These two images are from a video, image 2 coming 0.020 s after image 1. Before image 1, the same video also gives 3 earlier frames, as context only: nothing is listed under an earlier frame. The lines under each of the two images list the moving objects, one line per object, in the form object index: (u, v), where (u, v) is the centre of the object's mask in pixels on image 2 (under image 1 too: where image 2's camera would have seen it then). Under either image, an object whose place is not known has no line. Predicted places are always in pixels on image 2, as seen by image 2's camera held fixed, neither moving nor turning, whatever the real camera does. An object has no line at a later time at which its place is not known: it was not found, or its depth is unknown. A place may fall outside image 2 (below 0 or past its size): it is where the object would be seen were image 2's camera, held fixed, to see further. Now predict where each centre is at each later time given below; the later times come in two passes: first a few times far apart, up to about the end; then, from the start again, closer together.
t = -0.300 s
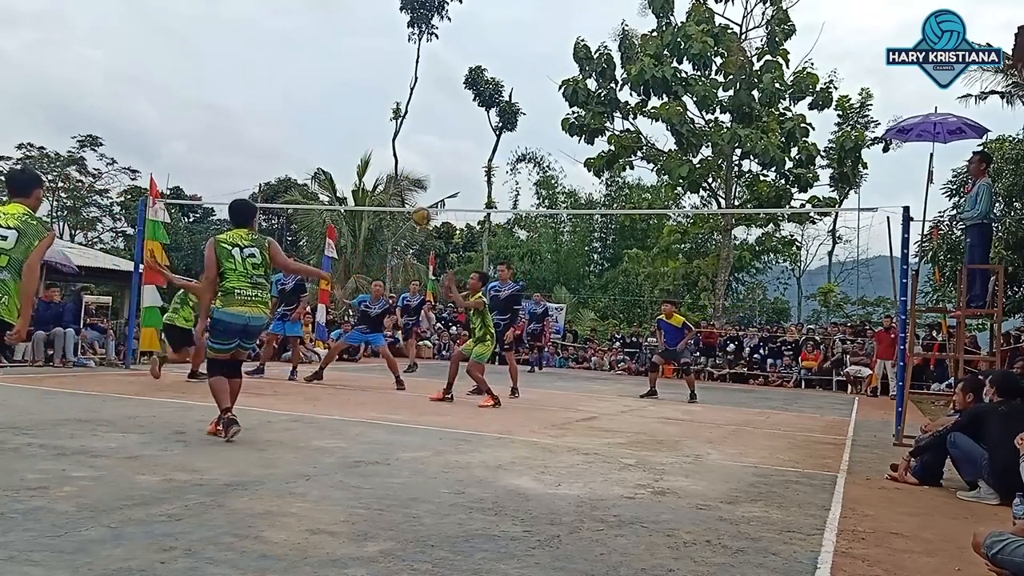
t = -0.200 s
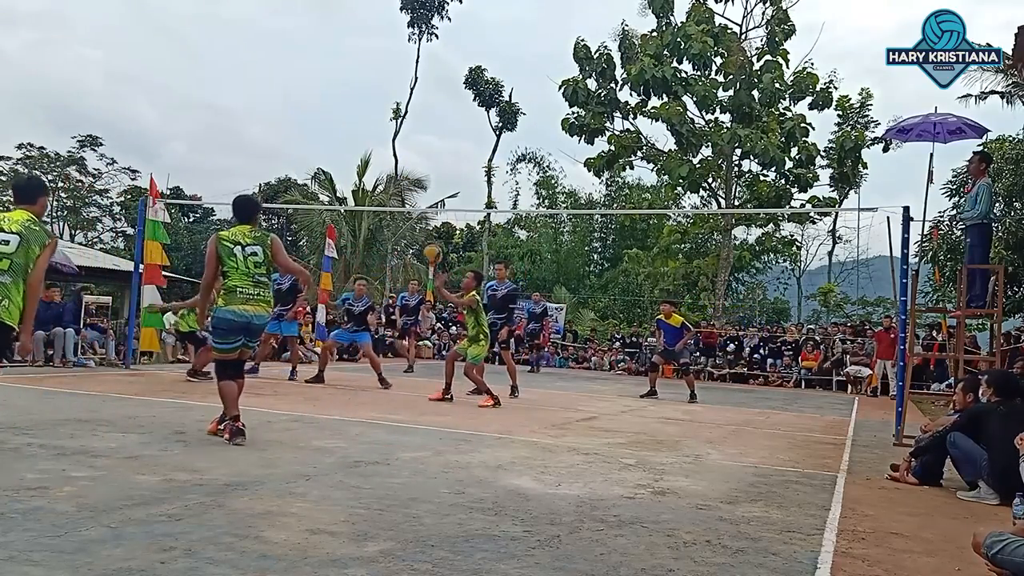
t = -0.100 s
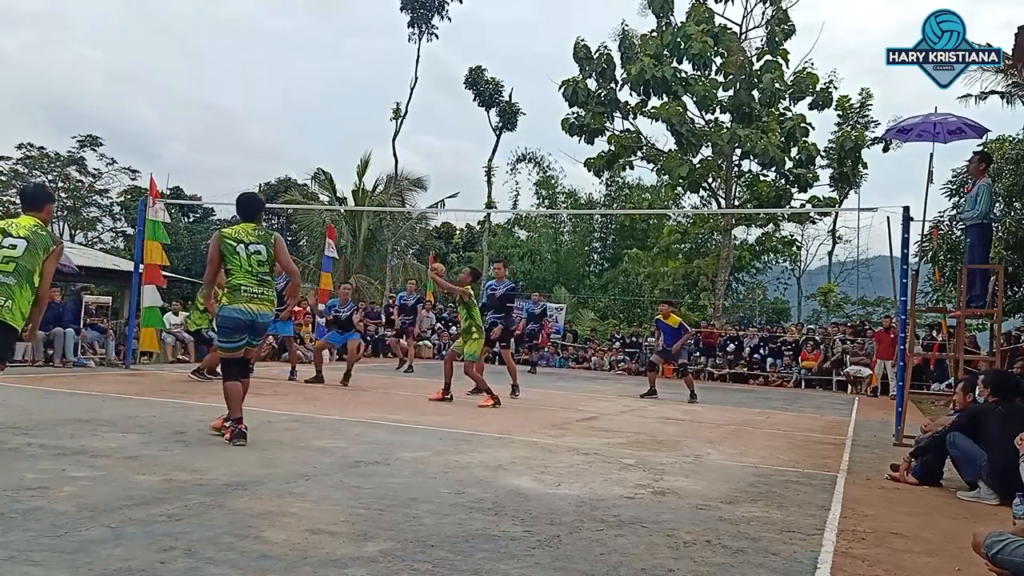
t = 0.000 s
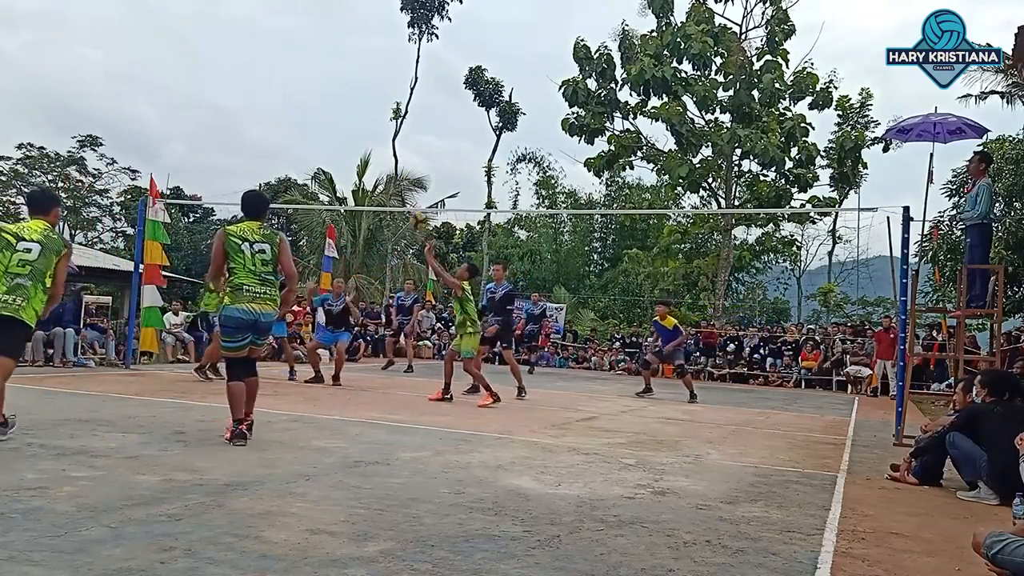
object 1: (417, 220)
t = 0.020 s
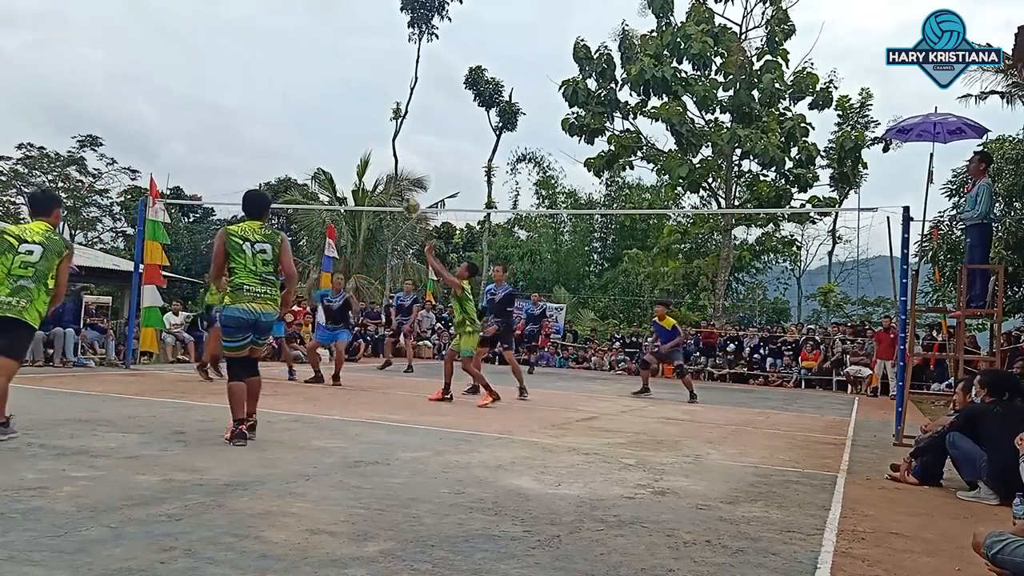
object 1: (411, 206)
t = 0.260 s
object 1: (368, 121)
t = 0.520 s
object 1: (318, 81)
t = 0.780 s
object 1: (269, 96)
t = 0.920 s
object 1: (243, 125)
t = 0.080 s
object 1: (403, 184)
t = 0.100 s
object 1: (401, 175)
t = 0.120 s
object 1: (393, 166)
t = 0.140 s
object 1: (391, 161)
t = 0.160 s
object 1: (386, 151)
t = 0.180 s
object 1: (383, 145)
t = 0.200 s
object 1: (379, 138)
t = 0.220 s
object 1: (375, 132)
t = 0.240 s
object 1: (372, 126)
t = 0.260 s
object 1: (368, 121)
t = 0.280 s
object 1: (364, 116)
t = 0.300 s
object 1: (360, 111)
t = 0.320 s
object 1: (356, 106)
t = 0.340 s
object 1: (353, 102)
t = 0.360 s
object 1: (349, 99)
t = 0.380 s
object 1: (345, 95)
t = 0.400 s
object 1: (341, 92)
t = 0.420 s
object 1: (337, 90)
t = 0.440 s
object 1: (334, 87)
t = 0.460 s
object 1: (330, 85)
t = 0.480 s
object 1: (326, 84)
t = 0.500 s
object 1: (322, 82)
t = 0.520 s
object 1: (318, 81)
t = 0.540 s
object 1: (314, 81)
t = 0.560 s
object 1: (311, 80)
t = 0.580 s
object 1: (307, 80)
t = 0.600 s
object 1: (303, 80)
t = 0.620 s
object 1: (300, 81)
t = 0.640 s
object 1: (296, 82)
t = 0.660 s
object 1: (292, 83)
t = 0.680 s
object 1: (288, 84)
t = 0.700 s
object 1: (284, 87)
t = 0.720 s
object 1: (280, 89)
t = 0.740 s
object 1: (277, 91)
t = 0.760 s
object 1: (273, 94)
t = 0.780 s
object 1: (269, 96)
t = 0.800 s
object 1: (265, 100)
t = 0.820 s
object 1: (262, 103)
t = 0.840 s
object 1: (258, 107)
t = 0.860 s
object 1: (254, 111)
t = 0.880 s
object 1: (251, 115)
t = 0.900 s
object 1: (247, 121)
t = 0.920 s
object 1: (243, 125)
